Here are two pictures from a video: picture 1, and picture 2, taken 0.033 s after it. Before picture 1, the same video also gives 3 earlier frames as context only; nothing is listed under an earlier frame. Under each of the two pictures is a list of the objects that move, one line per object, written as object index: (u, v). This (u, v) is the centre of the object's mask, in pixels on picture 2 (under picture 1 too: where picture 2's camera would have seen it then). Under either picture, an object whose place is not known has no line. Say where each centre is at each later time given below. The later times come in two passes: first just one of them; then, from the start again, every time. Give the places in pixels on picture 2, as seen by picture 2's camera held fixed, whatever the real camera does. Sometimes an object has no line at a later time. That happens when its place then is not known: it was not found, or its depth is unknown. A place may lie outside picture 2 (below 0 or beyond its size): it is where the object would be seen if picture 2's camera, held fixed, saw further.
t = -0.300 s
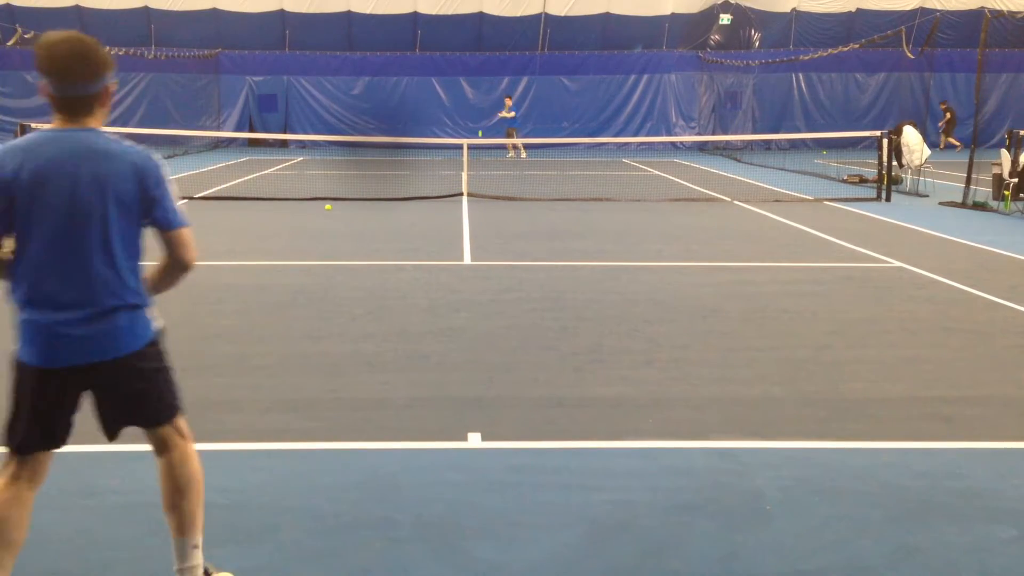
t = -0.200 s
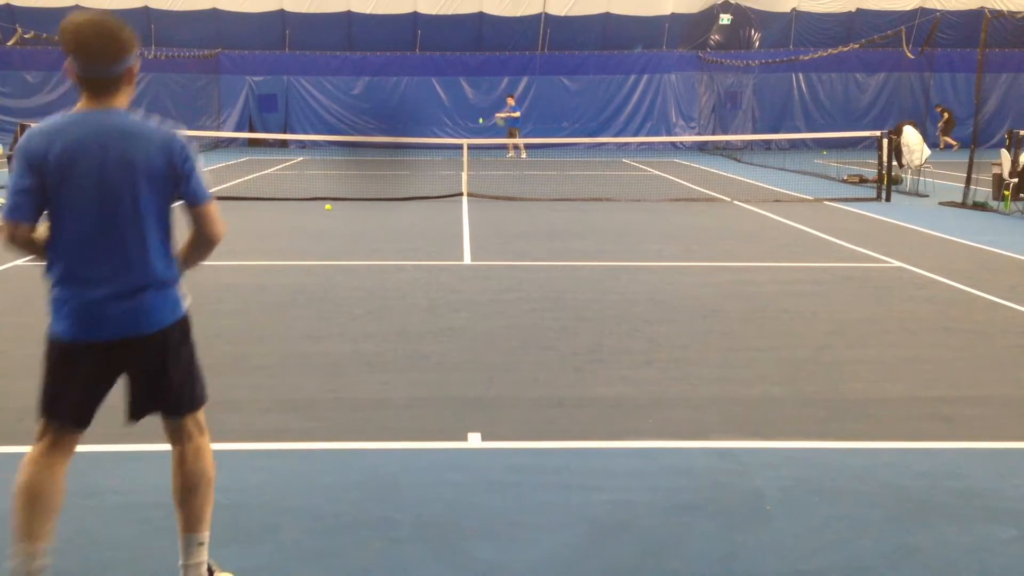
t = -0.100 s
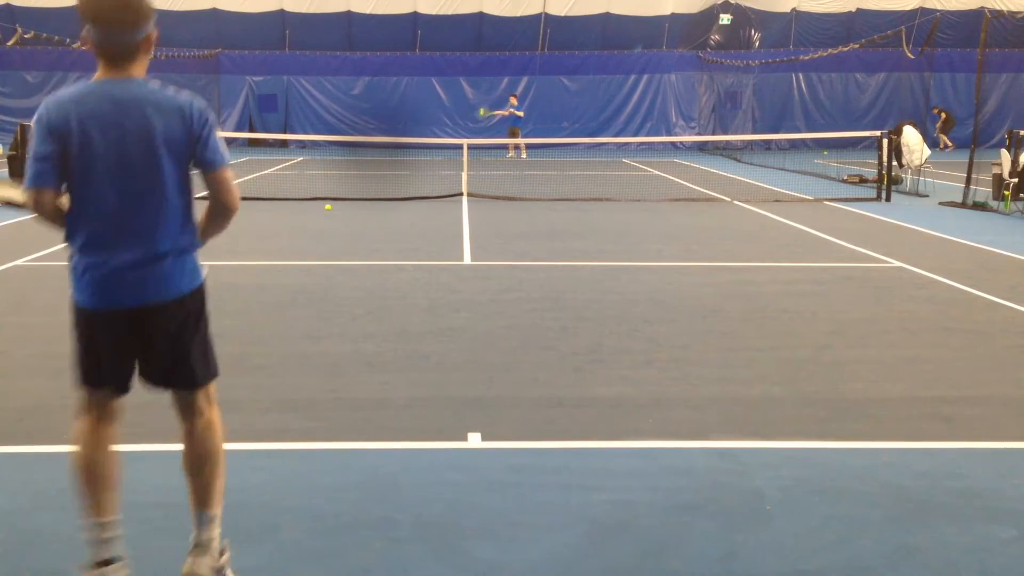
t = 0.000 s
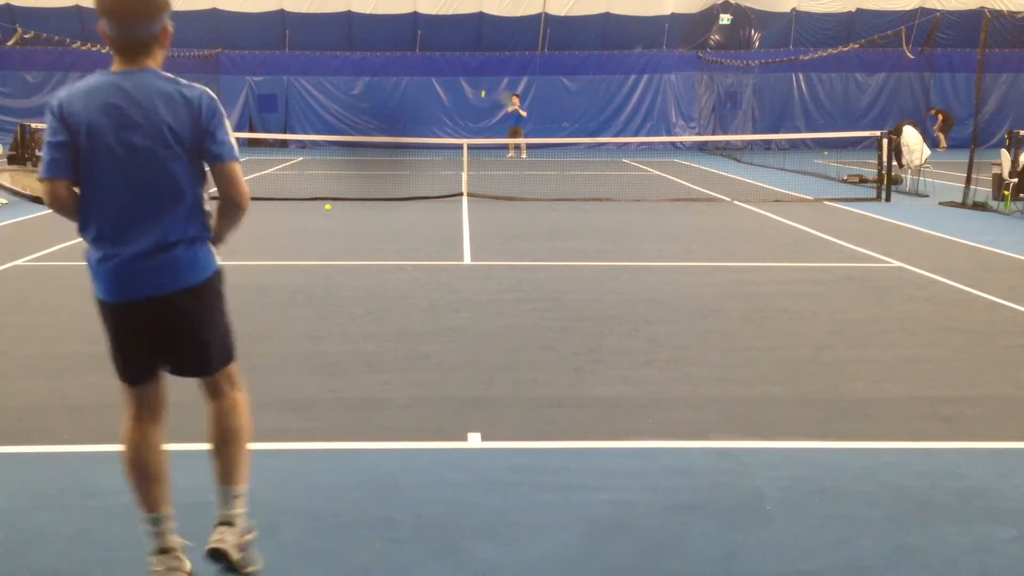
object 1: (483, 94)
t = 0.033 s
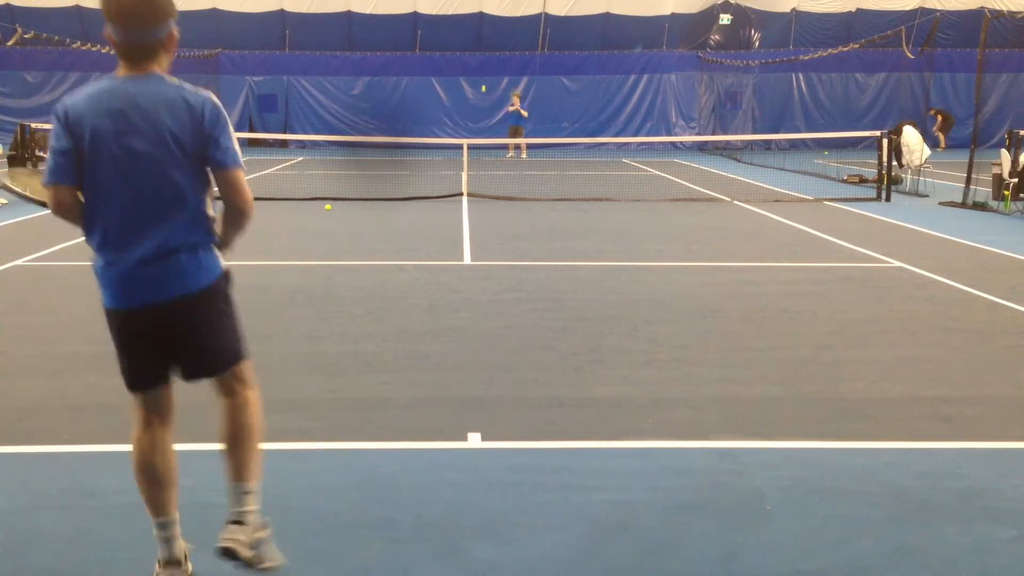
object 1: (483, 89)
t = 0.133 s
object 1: (484, 73)
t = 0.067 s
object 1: (484, 83)
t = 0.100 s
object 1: (484, 78)
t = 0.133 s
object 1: (484, 73)
